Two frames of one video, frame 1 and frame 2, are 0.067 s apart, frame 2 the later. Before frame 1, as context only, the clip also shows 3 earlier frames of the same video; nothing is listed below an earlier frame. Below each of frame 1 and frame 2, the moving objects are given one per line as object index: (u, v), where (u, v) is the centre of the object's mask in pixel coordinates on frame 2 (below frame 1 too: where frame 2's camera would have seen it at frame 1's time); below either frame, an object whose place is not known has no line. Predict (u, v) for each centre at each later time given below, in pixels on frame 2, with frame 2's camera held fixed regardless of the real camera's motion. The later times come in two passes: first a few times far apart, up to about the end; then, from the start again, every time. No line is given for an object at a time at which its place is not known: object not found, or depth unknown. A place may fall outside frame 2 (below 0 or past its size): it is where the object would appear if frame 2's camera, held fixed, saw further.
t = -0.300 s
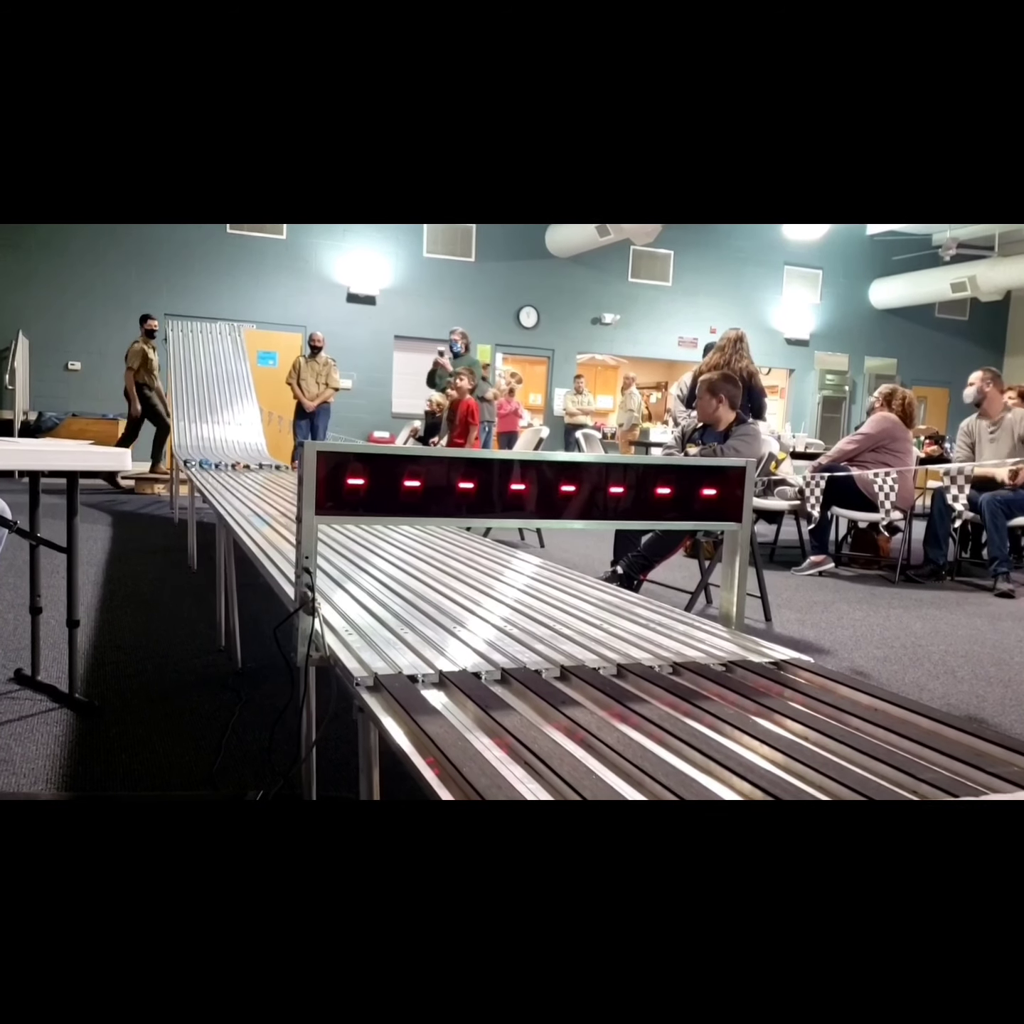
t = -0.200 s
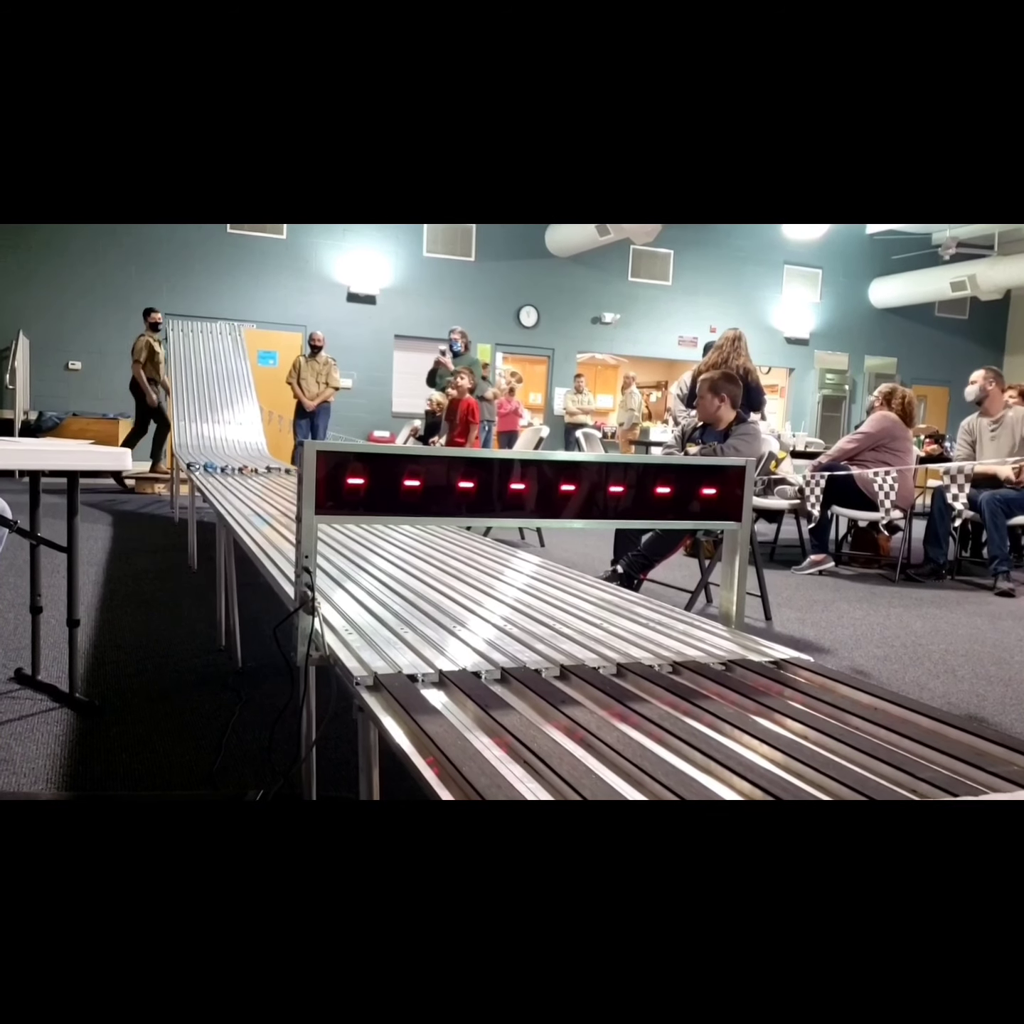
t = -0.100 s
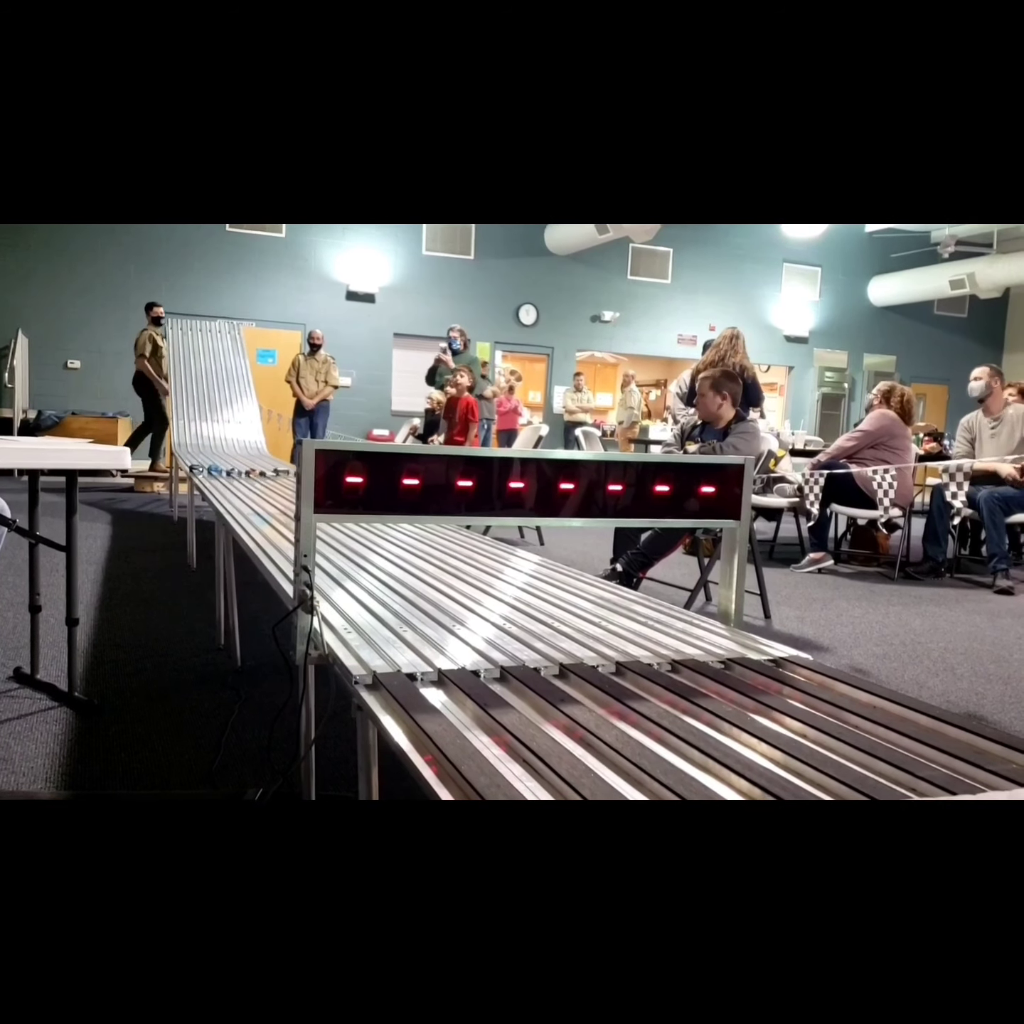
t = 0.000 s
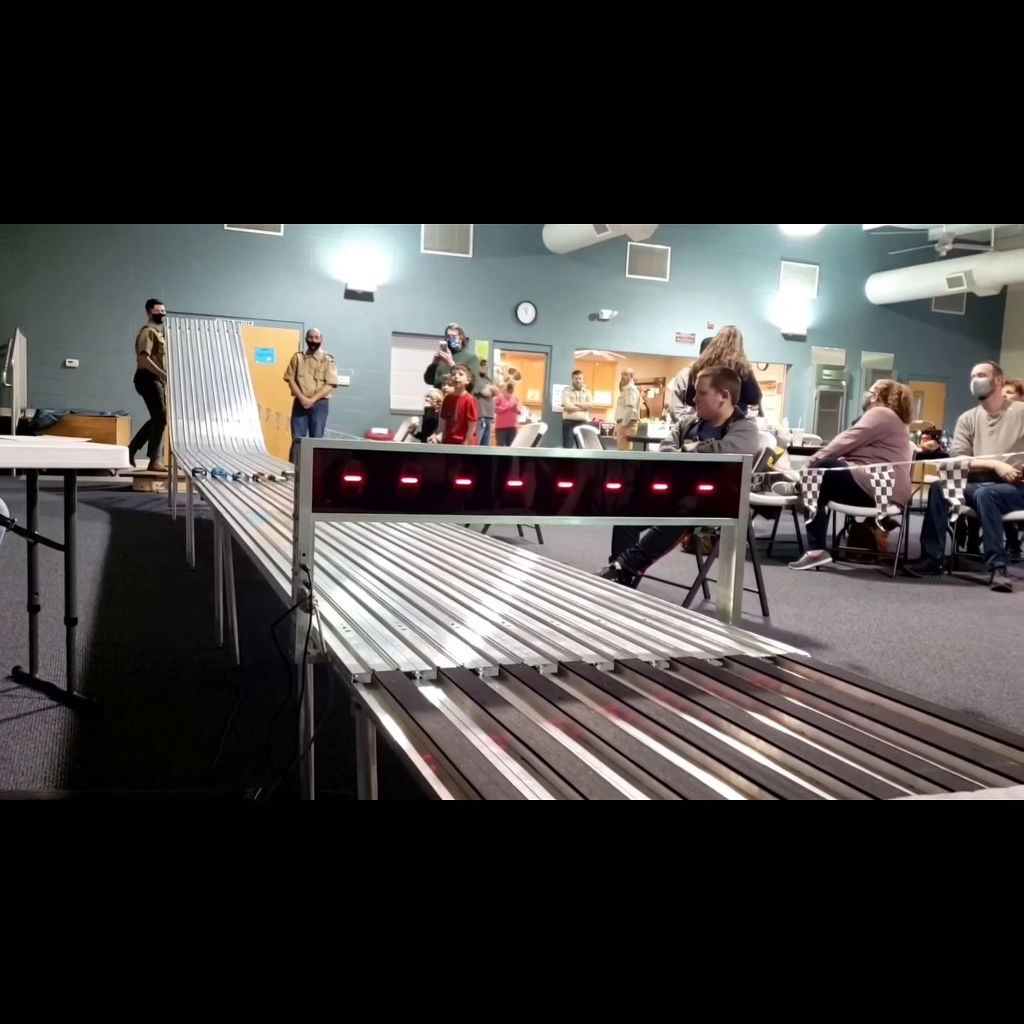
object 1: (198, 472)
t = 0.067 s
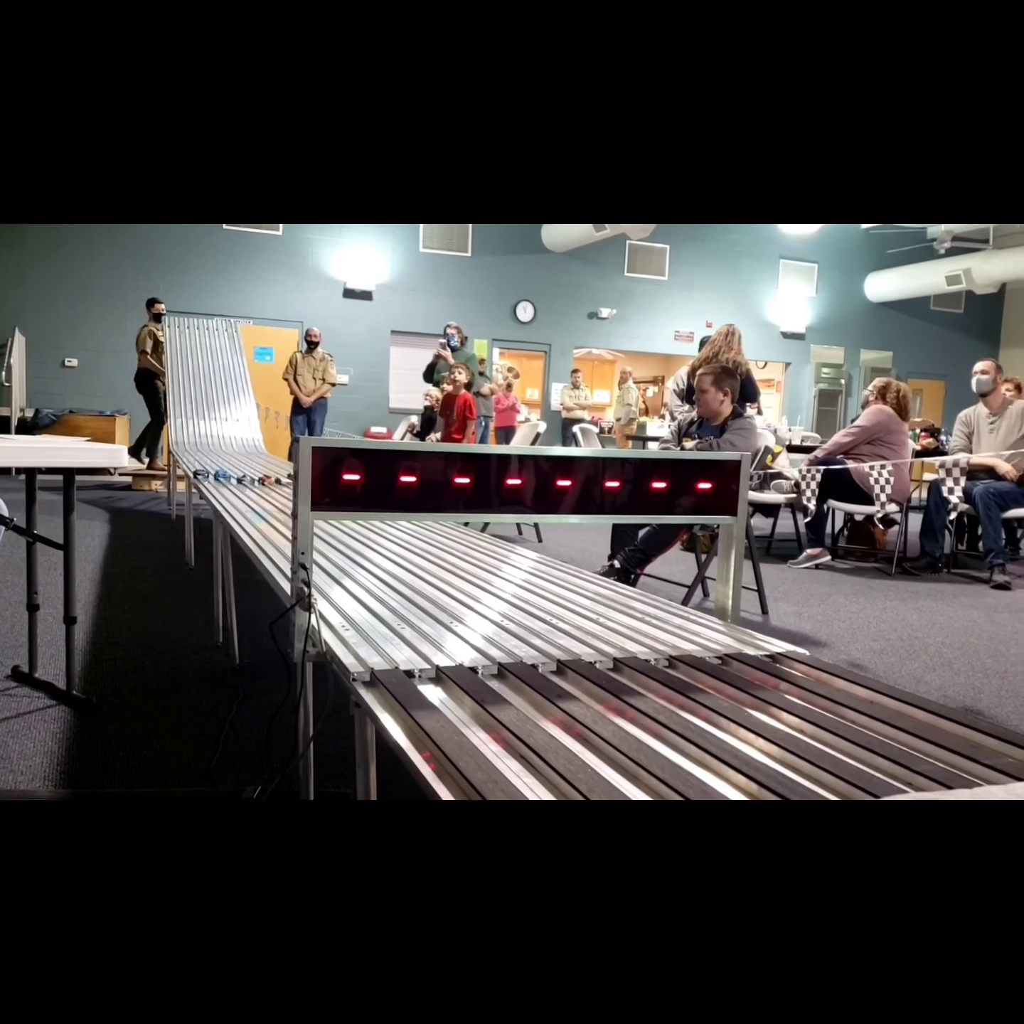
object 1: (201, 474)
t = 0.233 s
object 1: (209, 483)
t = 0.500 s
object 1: (229, 502)
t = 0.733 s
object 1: (254, 526)
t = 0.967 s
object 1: (280, 563)
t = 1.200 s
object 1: (358, 634)
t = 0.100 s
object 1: (202, 476)
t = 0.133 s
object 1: (204, 478)
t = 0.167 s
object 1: (206, 480)
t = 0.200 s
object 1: (207, 481)
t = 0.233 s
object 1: (209, 483)
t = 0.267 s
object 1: (211, 484)
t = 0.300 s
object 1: (213, 487)
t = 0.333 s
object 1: (215, 489)
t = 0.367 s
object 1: (218, 492)
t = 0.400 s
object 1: (220, 494)
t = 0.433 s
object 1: (223, 497)
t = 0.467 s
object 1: (226, 499)
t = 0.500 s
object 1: (229, 502)
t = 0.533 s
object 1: (232, 505)
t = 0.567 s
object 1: (235, 508)
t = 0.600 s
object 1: (239, 511)
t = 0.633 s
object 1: (242, 515)
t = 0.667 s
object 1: (246, 518)
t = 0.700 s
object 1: (249, 522)
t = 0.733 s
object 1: (254, 526)
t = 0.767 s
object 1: (258, 531)
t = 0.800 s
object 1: (262, 536)
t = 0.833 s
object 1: (268, 540)
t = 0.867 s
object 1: (271, 546)
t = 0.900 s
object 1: (275, 551)
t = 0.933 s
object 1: (277, 557)
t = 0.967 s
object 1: (280, 563)
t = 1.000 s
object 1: (282, 570)
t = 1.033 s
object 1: (317, 581)
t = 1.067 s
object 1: (322, 589)
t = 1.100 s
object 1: (328, 599)
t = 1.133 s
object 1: (335, 608)
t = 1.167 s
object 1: (345, 620)
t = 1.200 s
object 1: (358, 634)
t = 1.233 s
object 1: (373, 648)
